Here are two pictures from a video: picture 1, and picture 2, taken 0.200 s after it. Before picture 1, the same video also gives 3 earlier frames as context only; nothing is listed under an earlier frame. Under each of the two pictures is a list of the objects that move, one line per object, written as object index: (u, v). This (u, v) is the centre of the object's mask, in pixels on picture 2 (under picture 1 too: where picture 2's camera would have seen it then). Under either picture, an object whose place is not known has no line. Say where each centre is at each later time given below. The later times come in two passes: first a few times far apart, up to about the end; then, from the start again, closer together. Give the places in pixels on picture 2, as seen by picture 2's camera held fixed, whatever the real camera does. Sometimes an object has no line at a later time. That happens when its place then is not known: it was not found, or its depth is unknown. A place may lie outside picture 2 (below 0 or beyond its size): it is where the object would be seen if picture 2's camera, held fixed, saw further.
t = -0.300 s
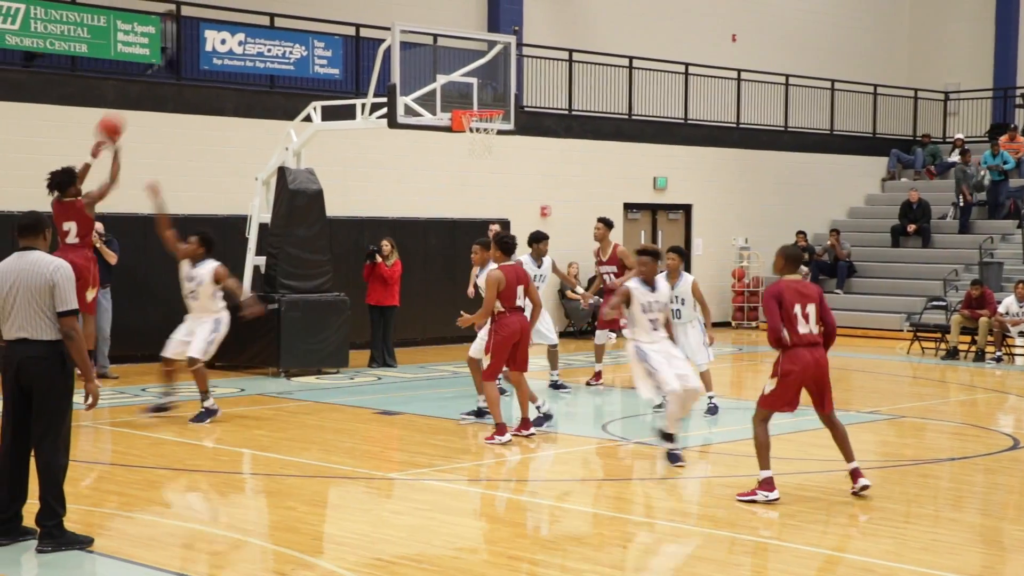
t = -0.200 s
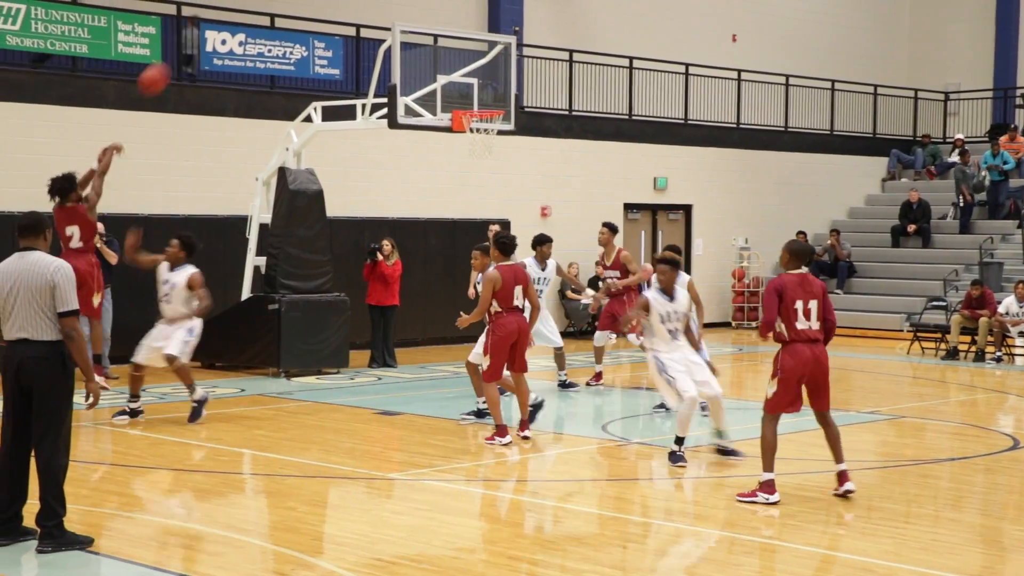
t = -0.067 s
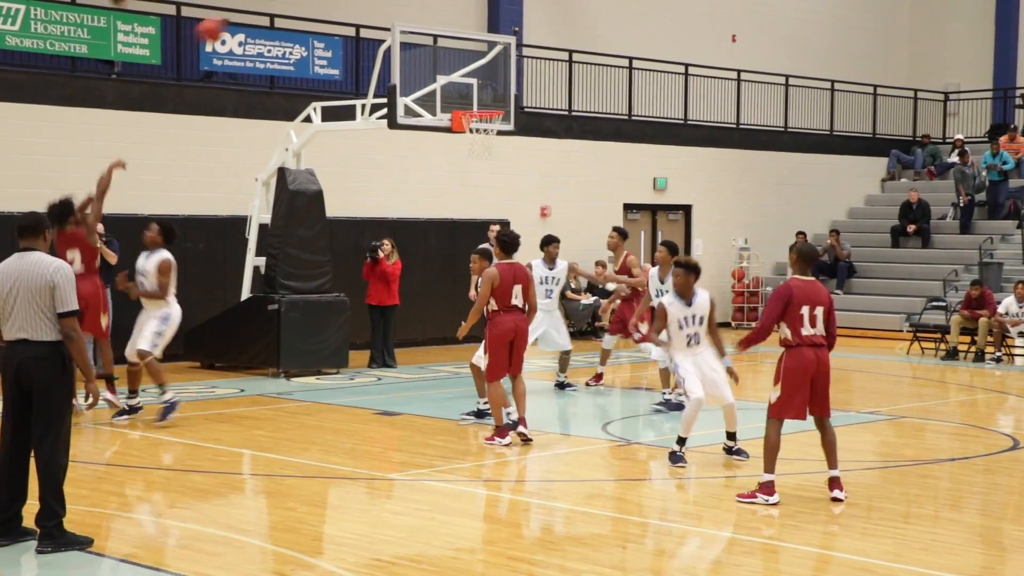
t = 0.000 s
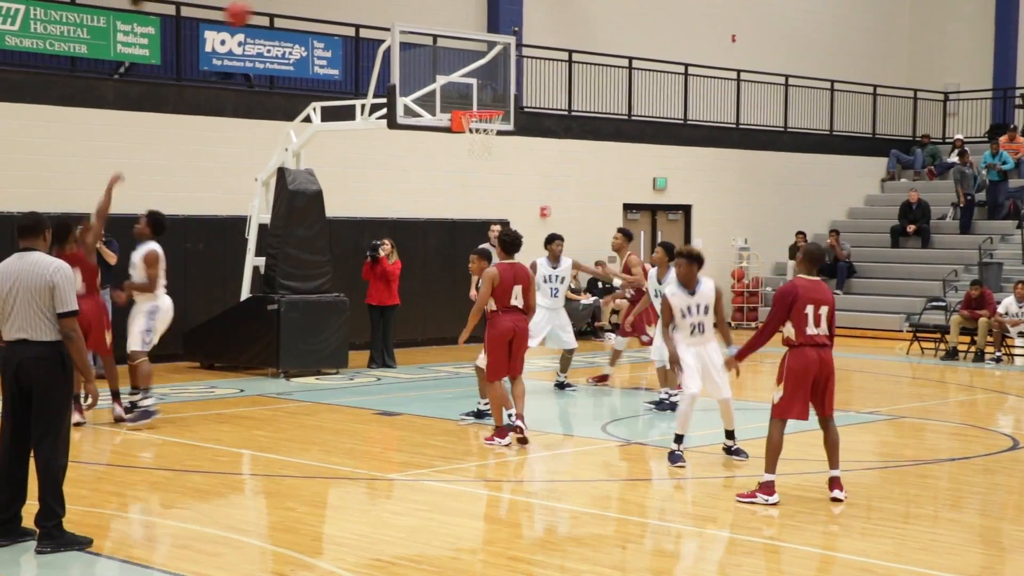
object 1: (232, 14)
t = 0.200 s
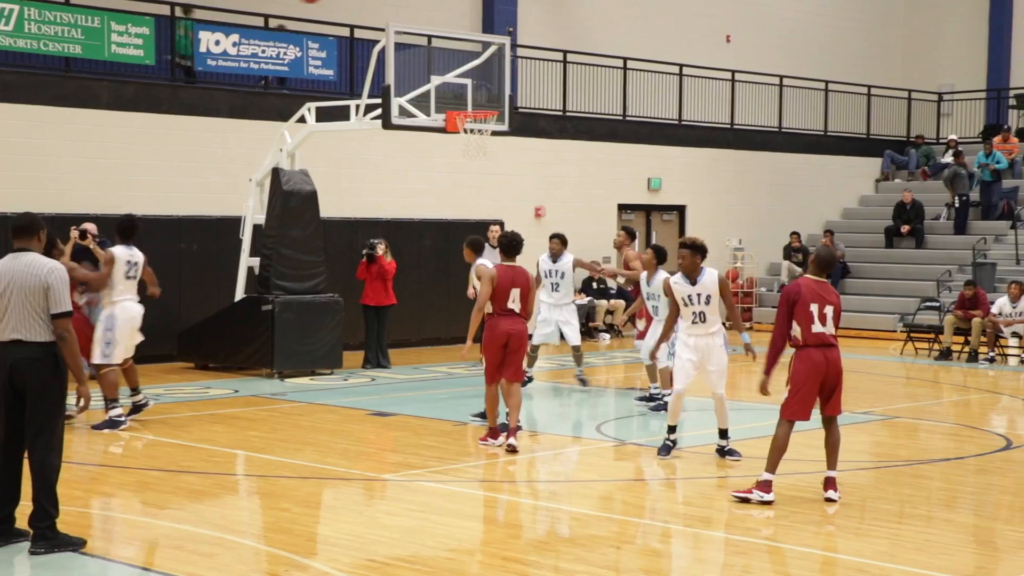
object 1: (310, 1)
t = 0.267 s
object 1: (335, 2)
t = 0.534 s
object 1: (428, 38)
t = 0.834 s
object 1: (469, 101)
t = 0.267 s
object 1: (335, 2)
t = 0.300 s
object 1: (347, 3)
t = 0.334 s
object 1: (359, 4)
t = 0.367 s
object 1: (370, 6)
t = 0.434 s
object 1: (394, 14)
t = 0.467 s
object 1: (405, 20)
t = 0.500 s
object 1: (417, 29)
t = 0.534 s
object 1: (428, 38)
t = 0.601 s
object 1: (449, 58)
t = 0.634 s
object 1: (460, 68)
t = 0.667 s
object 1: (472, 82)
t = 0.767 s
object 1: (482, 104)
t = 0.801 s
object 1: (476, 104)
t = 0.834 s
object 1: (469, 101)
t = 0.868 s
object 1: (465, 95)
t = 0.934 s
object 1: (454, 86)
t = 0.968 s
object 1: (449, 82)
